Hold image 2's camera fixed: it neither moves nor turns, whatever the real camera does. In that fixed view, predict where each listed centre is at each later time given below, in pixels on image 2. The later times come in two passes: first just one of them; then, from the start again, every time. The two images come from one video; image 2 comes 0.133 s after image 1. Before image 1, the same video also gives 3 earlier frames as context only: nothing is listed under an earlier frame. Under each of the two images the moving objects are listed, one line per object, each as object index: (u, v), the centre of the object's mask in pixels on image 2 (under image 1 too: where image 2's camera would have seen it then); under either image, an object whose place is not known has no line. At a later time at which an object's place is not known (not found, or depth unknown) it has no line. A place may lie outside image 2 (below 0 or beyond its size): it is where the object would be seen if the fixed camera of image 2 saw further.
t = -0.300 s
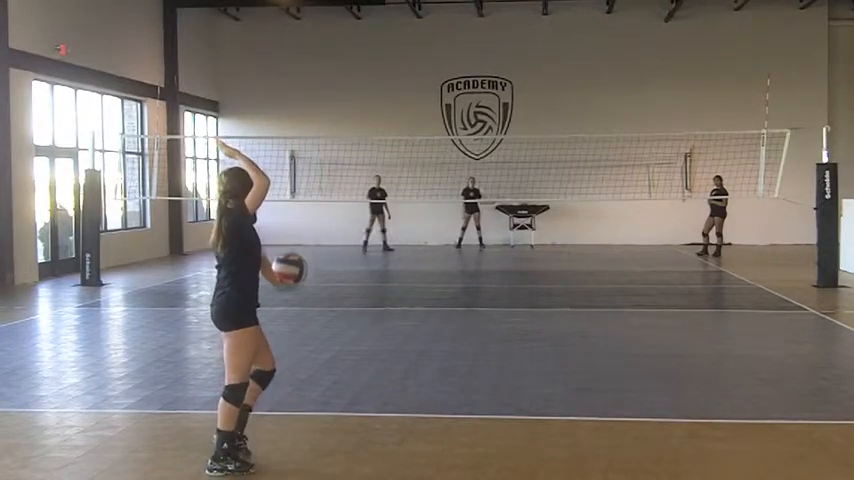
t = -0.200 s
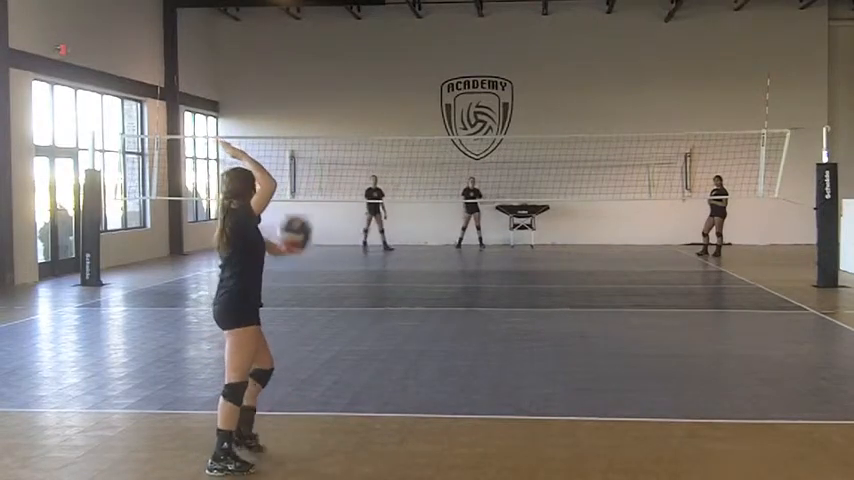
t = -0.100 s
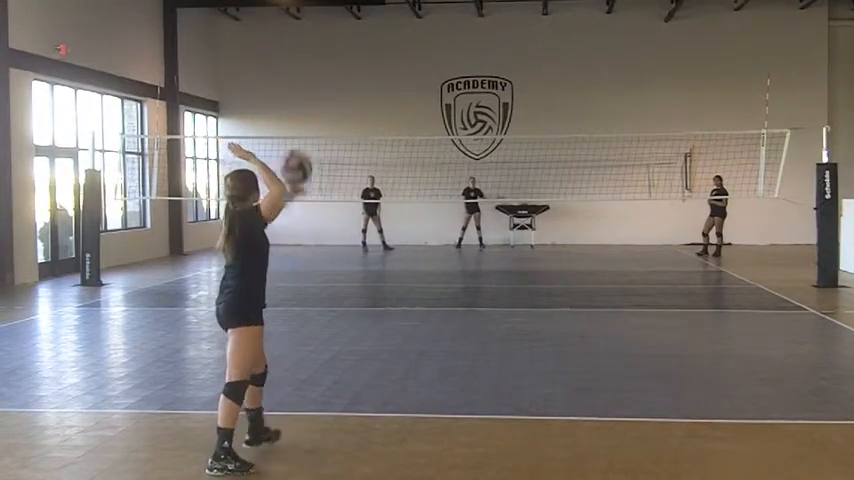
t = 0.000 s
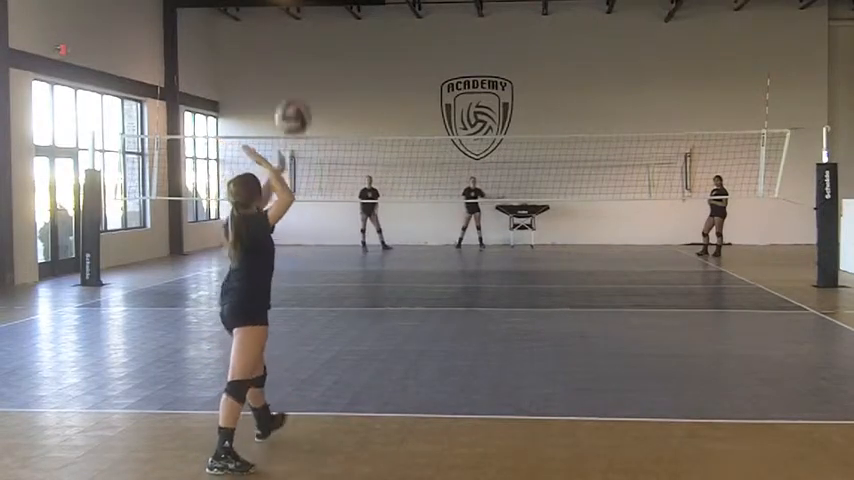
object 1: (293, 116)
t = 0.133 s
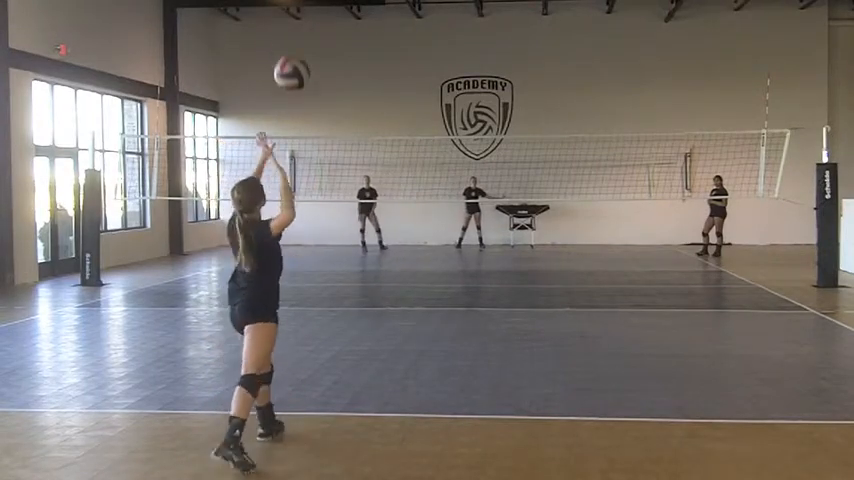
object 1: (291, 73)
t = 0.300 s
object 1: (290, 59)
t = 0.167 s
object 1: (291, 66)
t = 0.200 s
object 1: (291, 62)
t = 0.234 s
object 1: (291, 59)
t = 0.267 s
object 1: (291, 59)
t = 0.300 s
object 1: (290, 59)
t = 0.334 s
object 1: (290, 62)
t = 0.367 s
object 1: (291, 66)
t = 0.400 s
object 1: (290, 73)
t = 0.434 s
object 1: (291, 81)
